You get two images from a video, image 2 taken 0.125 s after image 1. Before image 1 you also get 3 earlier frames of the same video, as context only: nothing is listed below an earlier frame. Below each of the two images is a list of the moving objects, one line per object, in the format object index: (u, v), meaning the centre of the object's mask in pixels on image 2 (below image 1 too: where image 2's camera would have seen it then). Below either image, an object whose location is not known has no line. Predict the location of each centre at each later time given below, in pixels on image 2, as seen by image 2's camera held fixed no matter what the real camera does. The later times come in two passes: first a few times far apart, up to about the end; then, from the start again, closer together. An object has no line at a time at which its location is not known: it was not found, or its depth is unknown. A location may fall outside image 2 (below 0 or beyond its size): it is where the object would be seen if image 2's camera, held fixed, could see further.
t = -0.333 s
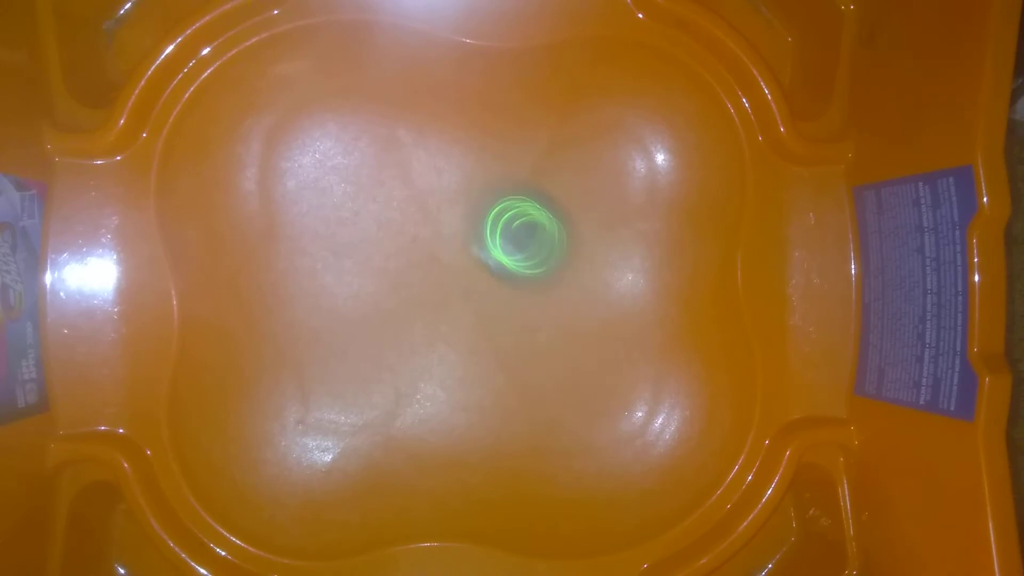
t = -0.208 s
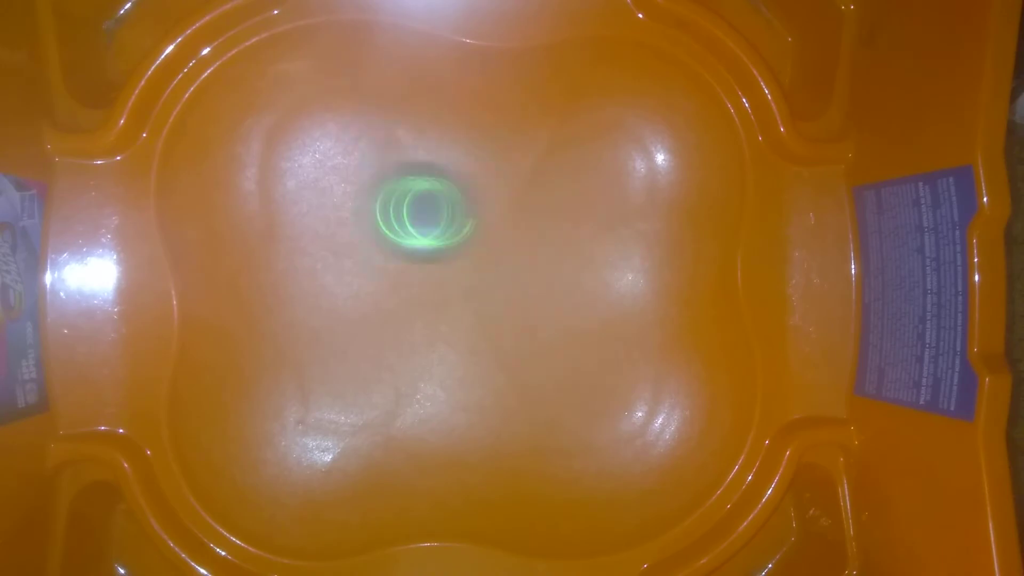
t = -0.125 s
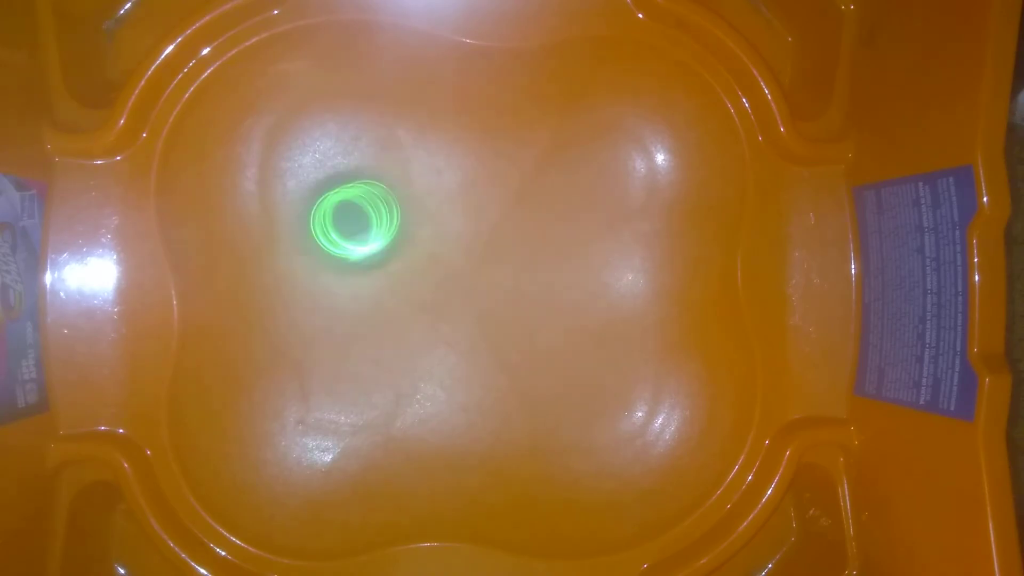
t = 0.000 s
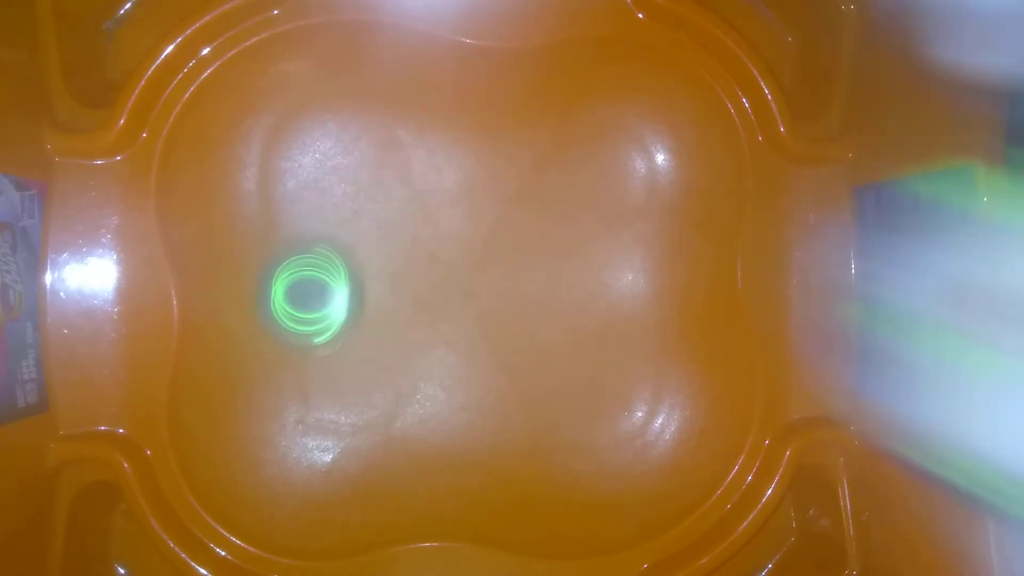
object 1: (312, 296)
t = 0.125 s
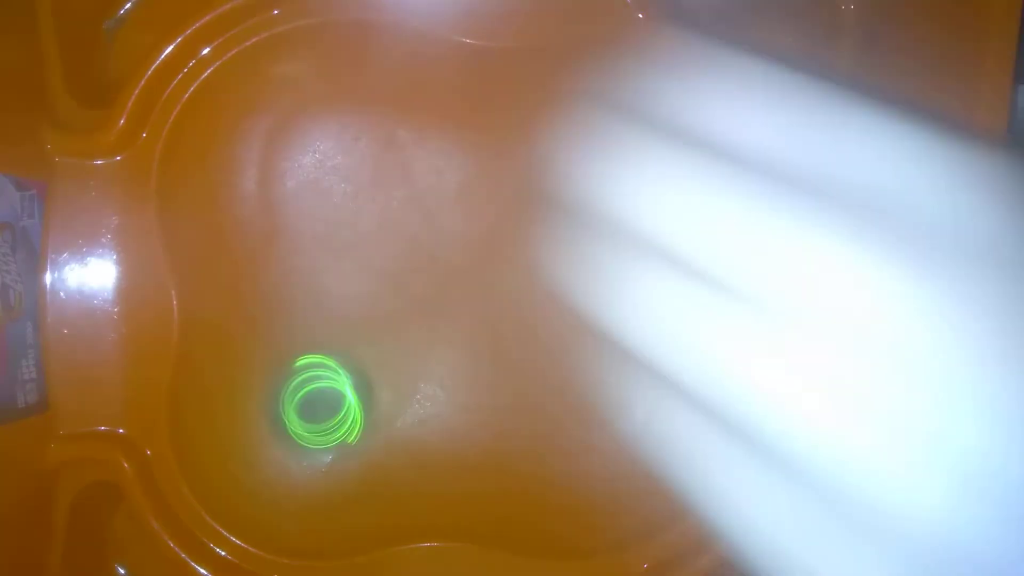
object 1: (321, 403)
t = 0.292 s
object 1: (435, 415)
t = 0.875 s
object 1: (366, 167)
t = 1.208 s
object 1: (261, 265)
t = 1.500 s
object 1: (434, 394)
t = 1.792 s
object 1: (428, 400)
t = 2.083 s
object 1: (455, 302)
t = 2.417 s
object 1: (368, 293)
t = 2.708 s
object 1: (375, 372)
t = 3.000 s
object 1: (313, 476)
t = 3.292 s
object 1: (354, 357)
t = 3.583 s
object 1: (237, 444)
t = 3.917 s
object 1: (446, 308)
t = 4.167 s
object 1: (382, 87)
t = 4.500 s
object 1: (314, 270)
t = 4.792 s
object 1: (433, 389)
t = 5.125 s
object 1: (621, 345)
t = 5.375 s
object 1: (619, 262)
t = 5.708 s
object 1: (581, 324)
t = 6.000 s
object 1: (586, 480)
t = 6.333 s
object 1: (575, 367)
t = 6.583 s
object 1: (696, 321)
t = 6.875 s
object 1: (485, 235)
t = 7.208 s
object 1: (301, 280)
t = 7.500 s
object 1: (303, 432)
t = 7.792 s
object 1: (448, 331)
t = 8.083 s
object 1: (277, 152)
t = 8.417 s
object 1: (313, 239)
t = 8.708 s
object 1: (385, 107)
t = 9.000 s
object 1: (343, 167)
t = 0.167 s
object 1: (339, 429)
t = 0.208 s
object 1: (367, 441)
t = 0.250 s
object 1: (401, 433)
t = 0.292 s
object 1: (435, 415)
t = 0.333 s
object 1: (465, 399)
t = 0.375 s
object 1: (497, 372)
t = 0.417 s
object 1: (524, 356)
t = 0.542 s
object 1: (554, 257)
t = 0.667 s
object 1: (522, 180)
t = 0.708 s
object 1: (505, 171)
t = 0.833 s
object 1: (400, 164)
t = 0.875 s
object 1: (366, 167)
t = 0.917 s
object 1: (343, 166)
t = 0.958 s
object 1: (312, 177)
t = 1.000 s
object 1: (272, 161)
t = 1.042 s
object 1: (237, 157)
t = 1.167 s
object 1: (233, 233)
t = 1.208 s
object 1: (261, 265)
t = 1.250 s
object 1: (300, 299)
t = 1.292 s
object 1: (332, 329)
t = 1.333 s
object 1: (367, 355)
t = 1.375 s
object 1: (385, 370)
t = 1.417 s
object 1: (412, 383)
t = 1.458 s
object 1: (435, 378)
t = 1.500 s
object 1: (434, 394)
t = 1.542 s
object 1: (406, 439)
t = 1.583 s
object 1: (394, 464)
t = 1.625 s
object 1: (387, 474)
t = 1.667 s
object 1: (388, 464)
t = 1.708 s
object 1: (393, 445)
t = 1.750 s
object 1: (410, 419)
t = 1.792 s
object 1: (428, 400)
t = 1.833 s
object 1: (446, 379)
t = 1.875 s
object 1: (460, 371)
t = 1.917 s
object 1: (470, 356)
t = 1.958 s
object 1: (473, 344)
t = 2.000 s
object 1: (470, 327)
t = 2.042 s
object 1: (464, 316)
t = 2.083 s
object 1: (455, 302)
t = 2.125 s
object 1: (446, 296)
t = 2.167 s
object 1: (432, 288)
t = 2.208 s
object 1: (420, 285)
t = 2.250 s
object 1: (407, 282)
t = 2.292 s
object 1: (396, 282)
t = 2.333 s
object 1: (385, 284)
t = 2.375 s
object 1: (377, 286)
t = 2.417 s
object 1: (368, 293)
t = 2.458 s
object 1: (359, 304)
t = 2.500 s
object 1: (351, 316)
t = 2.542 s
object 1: (346, 332)
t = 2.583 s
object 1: (348, 349)
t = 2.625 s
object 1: (354, 361)
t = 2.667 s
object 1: (364, 368)
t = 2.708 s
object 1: (375, 372)
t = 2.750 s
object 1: (391, 369)
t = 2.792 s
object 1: (402, 371)
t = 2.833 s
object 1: (383, 428)
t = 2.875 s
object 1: (358, 485)
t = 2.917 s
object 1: (341, 507)
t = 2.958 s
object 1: (324, 504)
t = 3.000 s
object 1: (313, 476)
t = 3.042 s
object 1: (318, 447)
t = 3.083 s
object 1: (326, 411)
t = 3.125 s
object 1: (339, 390)
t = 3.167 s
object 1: (349, 375)
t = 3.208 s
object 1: (356, 365)
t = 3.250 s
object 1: (357, 359)
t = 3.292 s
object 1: (354, 357)
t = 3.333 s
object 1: (348, 356)
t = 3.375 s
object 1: (342, 360)
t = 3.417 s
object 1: (340, 364)
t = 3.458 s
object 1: (339, 364)
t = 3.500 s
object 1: (337, 367)
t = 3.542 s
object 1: (281, 400)
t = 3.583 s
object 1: (237, 444)
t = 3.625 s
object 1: (231, 486)
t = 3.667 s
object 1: (244, 507)
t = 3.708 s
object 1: (276, 514)
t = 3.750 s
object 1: (312, 506)
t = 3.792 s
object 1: (361, 453)
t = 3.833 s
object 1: (407, 401)
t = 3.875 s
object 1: (429, 357)
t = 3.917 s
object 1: (446, 308)
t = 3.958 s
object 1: (452, 264)
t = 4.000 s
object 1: (453, 222)
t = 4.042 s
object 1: (446, 181)
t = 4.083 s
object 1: (433, 141)
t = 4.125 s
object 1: (414, 109)
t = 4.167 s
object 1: (382, 87)
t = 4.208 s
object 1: (338, 75)
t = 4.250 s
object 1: (292, 82)
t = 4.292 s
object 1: (255, 109)
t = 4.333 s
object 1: (236, 146)
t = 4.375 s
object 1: (235, 186)
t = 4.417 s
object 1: (250, 222)
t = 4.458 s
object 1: (278, 251)
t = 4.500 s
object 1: (314, 270)
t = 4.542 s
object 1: (336, 291)
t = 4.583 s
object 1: (329, 325)
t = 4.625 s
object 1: (334, 357)
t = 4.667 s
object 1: (348, 379)
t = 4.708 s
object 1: (369, 395)
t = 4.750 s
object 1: (399, 395)
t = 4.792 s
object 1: (433, 389)
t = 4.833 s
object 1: (467, 384)
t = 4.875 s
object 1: (499, 375)
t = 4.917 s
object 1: (526, 364)
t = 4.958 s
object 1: (551, 352)
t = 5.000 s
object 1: (567, 334)
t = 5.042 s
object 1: (586, 333)
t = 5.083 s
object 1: (607, 343)
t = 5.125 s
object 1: (621, 345)
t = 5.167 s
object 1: (628, 339)
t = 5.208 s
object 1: (628, 326)
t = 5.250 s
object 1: (627, 309)
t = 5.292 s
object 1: (624, 292)
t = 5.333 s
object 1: (619, 273)
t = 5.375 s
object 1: (619, 262)
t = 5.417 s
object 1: (657, 284)
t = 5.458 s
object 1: (683, 301)
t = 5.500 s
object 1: (686, 311)
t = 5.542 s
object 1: (672, 315)
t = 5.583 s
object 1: (647, 314)
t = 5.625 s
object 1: (622, 312)
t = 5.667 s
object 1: (600, 314)
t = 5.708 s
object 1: (581, 324)
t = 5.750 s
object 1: (567, 340)
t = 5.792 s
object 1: (557, 360)
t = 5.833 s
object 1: (550, 387)
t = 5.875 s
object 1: (547, 411)
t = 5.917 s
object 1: (555, 446)
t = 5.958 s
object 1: (568, 467)
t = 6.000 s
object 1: (586, 480)
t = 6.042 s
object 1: (606, 482)
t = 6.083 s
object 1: (626, 476)
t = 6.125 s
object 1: (645, 462)
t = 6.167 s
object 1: (655, 440)
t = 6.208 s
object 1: (651, 419)
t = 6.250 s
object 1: (636, 393)
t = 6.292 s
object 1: (607, 375)
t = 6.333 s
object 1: (575, 367)
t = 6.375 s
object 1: (546, 364)
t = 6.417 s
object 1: (524, 363)
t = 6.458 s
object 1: (581, 354)
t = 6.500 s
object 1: (646, 342)
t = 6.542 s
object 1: (686, 331)
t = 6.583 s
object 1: (696, 321)
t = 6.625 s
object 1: (680, 311)
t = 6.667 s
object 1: (644, 296)
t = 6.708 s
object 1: (605, 275)
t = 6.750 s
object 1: (573, 258)
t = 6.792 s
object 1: (543, 243)
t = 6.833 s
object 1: (516, 235)
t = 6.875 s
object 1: (485, 235)
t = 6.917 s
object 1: (456, 232)
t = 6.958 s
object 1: (429, 230)
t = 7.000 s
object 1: (400, 232)
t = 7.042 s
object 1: (373, 235)
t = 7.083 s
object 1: (351, 240)
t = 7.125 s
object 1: (332, 251)
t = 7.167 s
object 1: (314, 263)
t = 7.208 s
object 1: (301, 280)
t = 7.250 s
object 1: (292, 300)
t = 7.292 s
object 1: (283, 324)
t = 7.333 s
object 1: (281, 346)
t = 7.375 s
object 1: (281, 371)
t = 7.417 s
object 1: (283, 397)
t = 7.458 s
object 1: (289, 418)
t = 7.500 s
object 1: (303, 432)
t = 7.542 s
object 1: (321, 436)
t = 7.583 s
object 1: (343, 432)
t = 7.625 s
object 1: (368, 420)
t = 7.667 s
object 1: (392, 403)
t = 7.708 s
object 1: (413, 380)
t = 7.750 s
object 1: (432, 354)
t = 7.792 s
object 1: (448, 331)
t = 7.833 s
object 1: (457, 308)
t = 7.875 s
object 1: (462, 286)
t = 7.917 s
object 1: (421, 245)
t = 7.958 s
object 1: (370, 206)
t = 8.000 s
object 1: (327, 173)
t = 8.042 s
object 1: (298, 156)
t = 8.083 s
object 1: (277, 152)
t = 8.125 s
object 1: (260, 157)
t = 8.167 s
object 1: (245, 166)
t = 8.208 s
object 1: (236, 179)
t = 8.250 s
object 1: (236, 198)
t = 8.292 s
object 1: (248, 216)
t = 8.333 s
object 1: (266, 227)
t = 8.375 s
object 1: (290, 236)
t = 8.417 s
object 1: (313, 239)
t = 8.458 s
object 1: (335, 235)
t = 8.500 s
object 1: (356, 225)
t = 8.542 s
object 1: (373, 214)
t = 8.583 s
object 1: (387, 202)
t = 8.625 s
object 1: (390, 158)
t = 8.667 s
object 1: (391, 125)
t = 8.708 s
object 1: (385, 107)
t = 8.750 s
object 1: (374, 100)
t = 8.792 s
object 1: (357, 101)
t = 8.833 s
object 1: (340, 110)
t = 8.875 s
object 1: (329, 122)
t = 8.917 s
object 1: (325, 138)
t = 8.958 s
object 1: (331, 154)
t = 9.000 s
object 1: (343, 167)
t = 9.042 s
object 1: (361, 178)
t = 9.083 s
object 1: (380, 188)
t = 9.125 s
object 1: (397, 197)
